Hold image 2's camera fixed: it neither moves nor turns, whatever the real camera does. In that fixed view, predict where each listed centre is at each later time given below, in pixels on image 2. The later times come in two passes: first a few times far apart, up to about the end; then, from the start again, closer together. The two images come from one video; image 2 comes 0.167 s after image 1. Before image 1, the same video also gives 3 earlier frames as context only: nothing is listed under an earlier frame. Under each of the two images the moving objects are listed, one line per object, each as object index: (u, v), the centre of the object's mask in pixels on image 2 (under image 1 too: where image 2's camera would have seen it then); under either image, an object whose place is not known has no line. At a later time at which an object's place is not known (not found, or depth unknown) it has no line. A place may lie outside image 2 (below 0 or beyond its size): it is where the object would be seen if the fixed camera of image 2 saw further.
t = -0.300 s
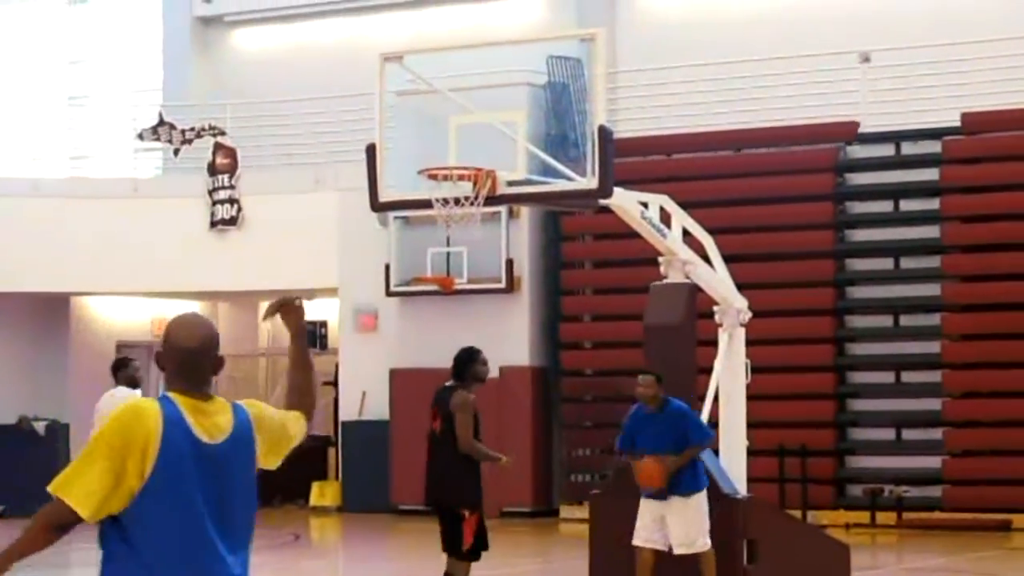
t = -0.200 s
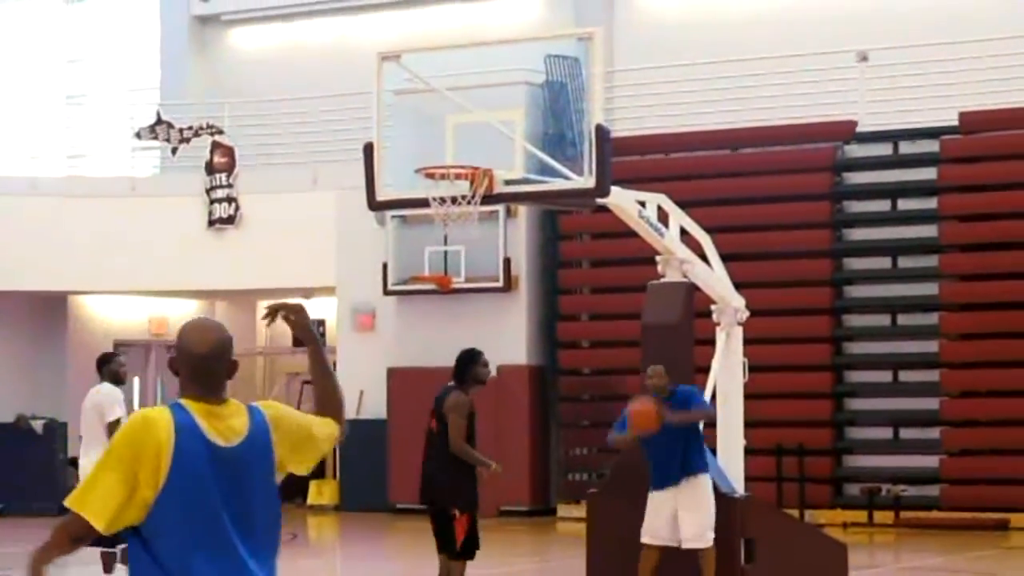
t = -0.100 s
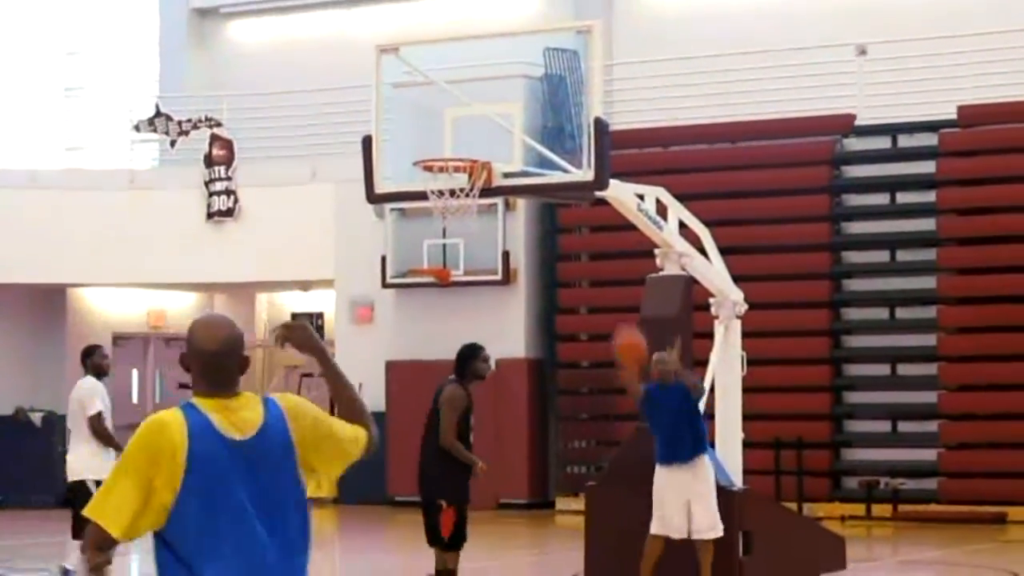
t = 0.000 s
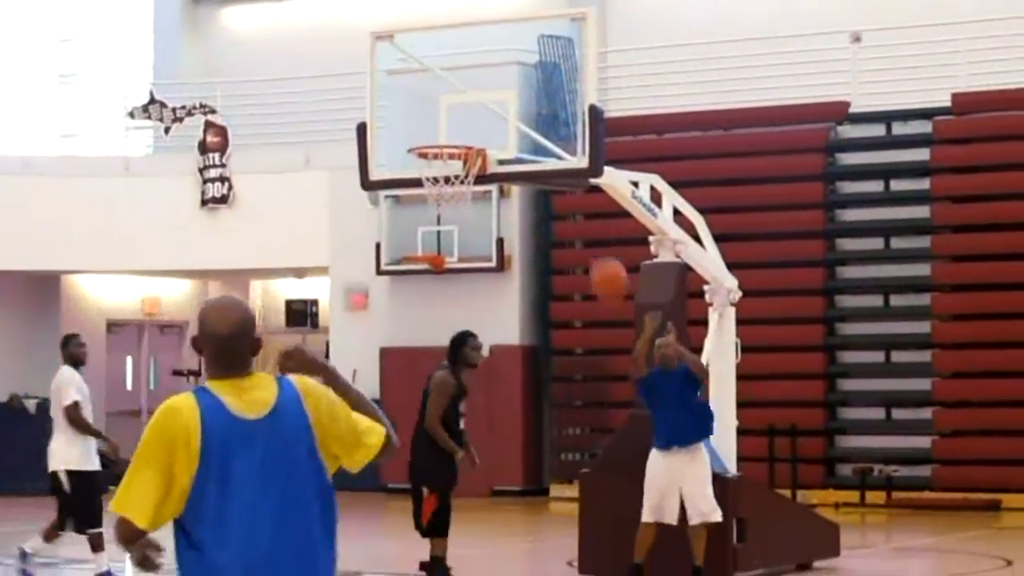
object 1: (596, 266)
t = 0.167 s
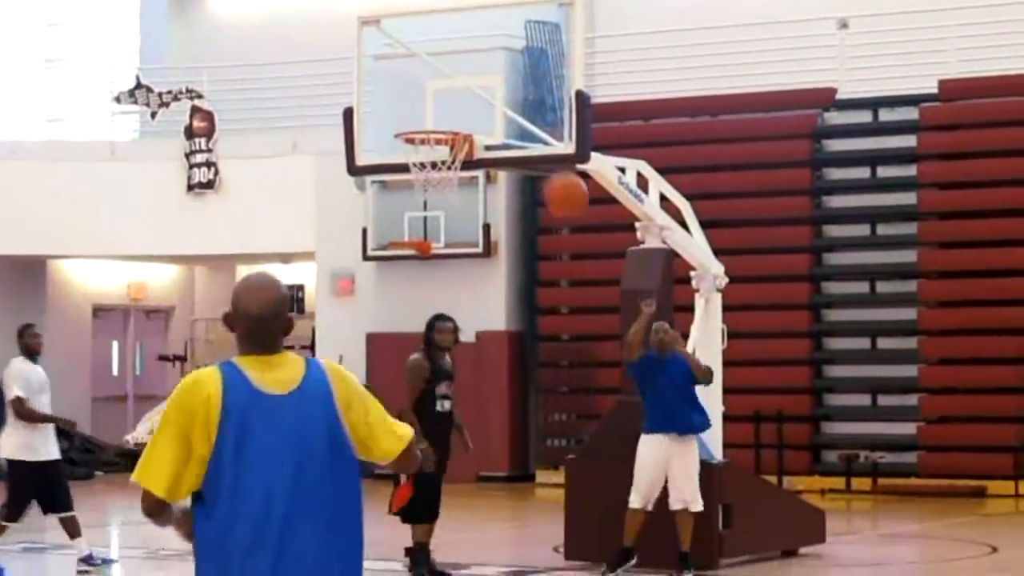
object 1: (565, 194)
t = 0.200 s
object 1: (559, 184)
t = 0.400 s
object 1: (516, 156)
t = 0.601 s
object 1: (457, 208)
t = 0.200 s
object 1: (559, 184)
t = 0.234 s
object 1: (552, 175)
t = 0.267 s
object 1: (547, 170)
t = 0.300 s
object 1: (540, 163)
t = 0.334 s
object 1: (533, 159)
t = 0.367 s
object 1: (524, 156)
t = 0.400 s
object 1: (516, 156)
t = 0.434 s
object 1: (508, 157)
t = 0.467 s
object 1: (499, 162)
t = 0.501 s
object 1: (489, 169)
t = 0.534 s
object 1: (478, 179)
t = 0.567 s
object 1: (468, 191)
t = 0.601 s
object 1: (457, 208)
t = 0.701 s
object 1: (420, 281)
